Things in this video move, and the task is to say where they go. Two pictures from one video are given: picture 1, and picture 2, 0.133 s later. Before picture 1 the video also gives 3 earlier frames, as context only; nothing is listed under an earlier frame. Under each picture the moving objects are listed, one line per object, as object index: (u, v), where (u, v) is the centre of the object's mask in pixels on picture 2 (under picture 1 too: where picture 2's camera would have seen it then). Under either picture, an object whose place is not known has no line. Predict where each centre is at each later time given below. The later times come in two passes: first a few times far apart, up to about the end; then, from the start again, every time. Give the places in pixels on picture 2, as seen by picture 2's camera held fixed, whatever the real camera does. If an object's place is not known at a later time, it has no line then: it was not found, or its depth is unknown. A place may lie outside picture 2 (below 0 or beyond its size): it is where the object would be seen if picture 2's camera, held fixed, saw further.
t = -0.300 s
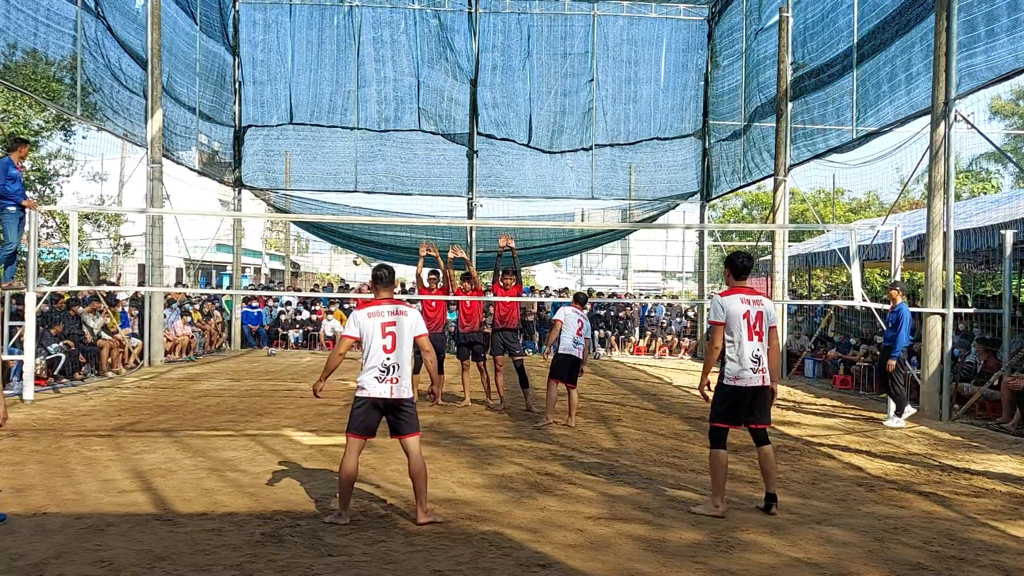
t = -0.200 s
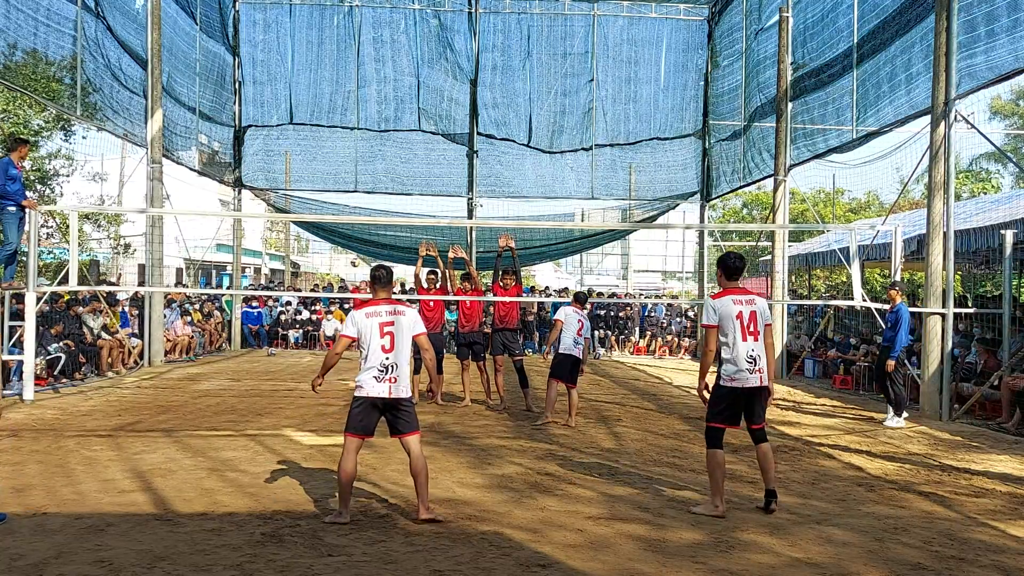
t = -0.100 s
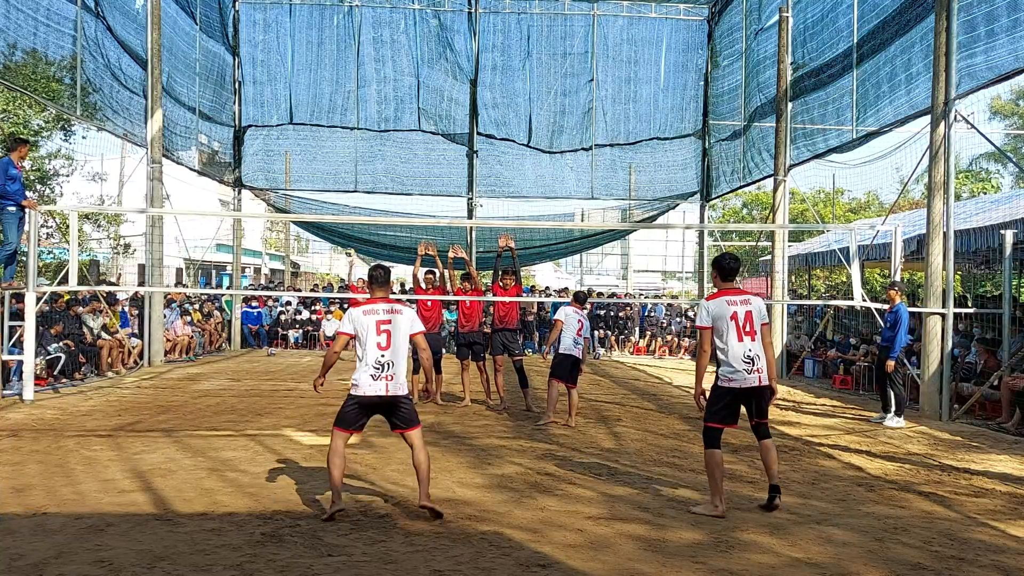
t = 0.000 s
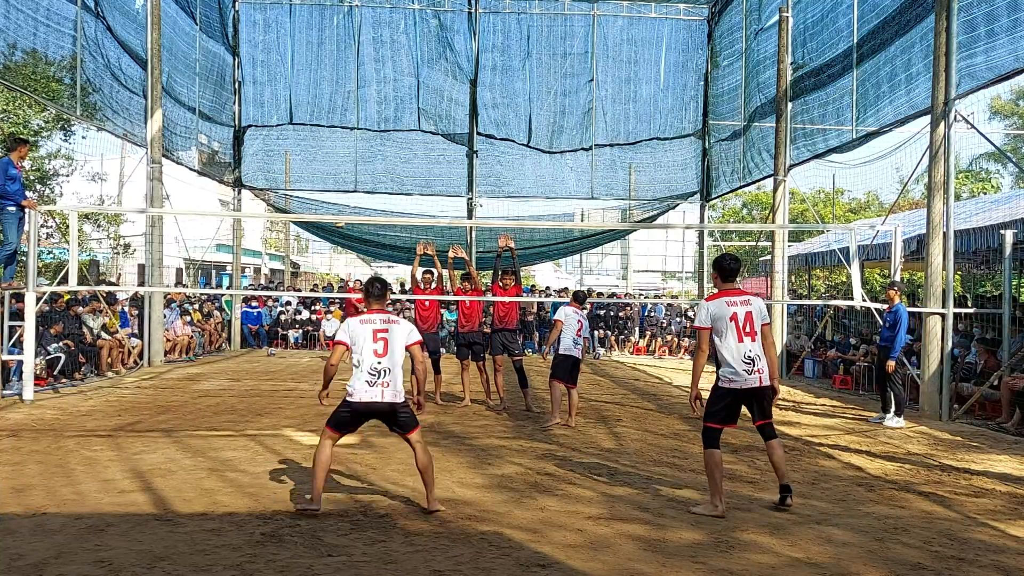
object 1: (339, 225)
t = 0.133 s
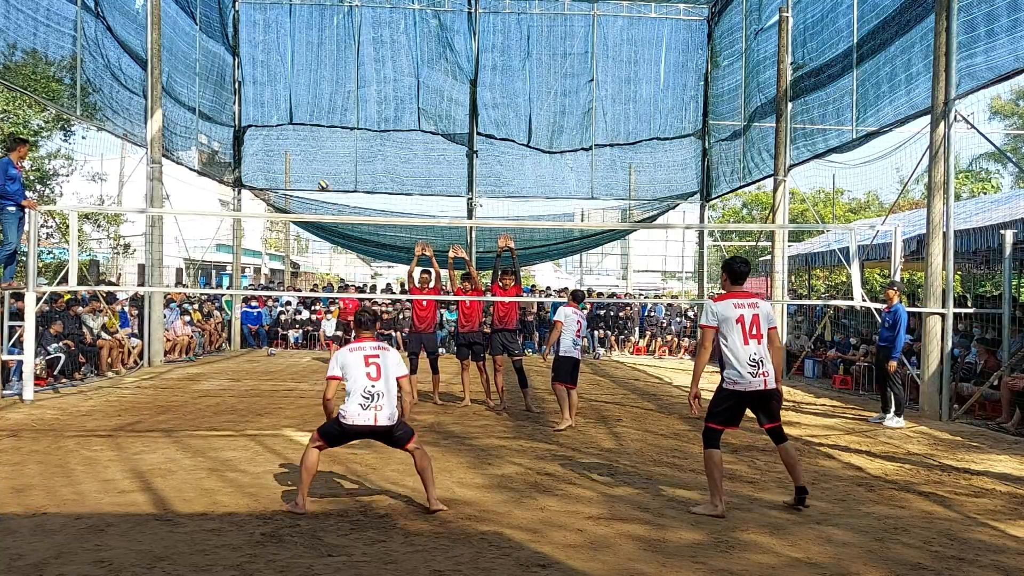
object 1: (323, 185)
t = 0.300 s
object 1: (300, 140)
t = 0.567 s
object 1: (242, 79)
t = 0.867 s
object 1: (123, 43)
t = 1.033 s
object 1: (5, 66)
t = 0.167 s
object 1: (318, 176)
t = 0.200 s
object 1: (314, 167)
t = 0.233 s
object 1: (310, 158)
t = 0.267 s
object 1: (305, 149)
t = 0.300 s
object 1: (300, 140)
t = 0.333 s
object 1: (294, 132)
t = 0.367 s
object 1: (288, 123)
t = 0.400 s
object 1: (282, 115)
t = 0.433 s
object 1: (275, 107)
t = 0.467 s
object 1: (267, 100)
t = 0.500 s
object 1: (259, 92)
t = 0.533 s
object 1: (251, 85)
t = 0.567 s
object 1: (242, 79)
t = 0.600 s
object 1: (233, 72)
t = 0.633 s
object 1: (223, 66)
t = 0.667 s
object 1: (211, 61)
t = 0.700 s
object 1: (200, 56)
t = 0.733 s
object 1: (186, 52)
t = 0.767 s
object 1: (173, 48)
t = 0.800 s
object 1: (158, 45)
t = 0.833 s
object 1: (141, 43)
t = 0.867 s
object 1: (123, 43)
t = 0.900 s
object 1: (102, 44)
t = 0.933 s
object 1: (79, 46)
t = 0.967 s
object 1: (54, 50)
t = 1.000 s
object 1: (25, 56)
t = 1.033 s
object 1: (5, 66)
